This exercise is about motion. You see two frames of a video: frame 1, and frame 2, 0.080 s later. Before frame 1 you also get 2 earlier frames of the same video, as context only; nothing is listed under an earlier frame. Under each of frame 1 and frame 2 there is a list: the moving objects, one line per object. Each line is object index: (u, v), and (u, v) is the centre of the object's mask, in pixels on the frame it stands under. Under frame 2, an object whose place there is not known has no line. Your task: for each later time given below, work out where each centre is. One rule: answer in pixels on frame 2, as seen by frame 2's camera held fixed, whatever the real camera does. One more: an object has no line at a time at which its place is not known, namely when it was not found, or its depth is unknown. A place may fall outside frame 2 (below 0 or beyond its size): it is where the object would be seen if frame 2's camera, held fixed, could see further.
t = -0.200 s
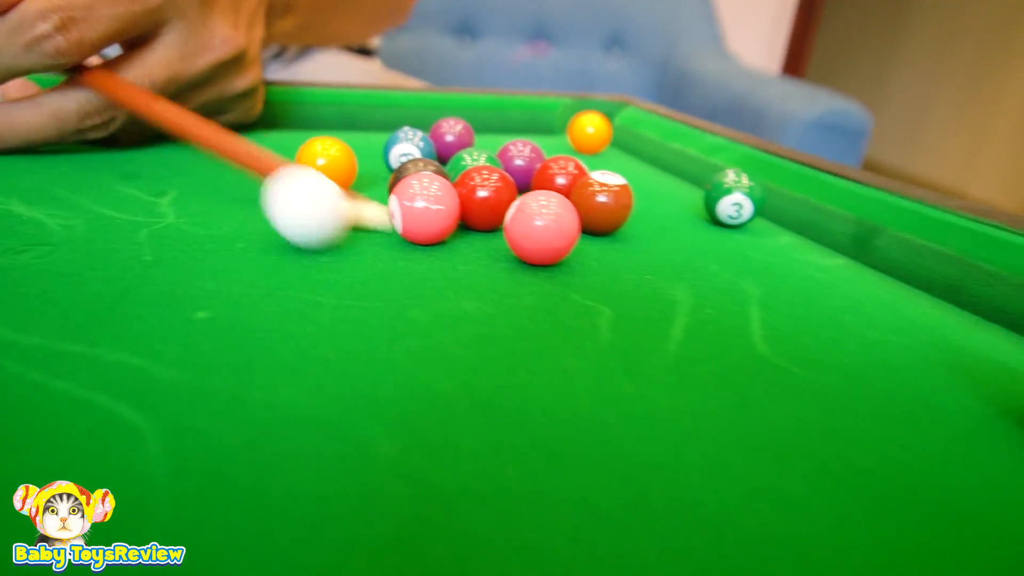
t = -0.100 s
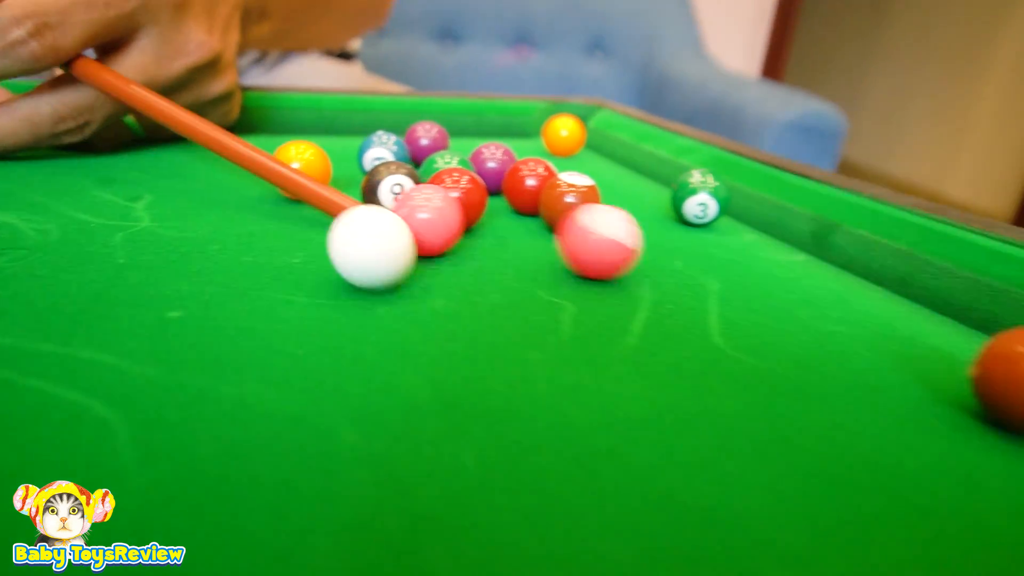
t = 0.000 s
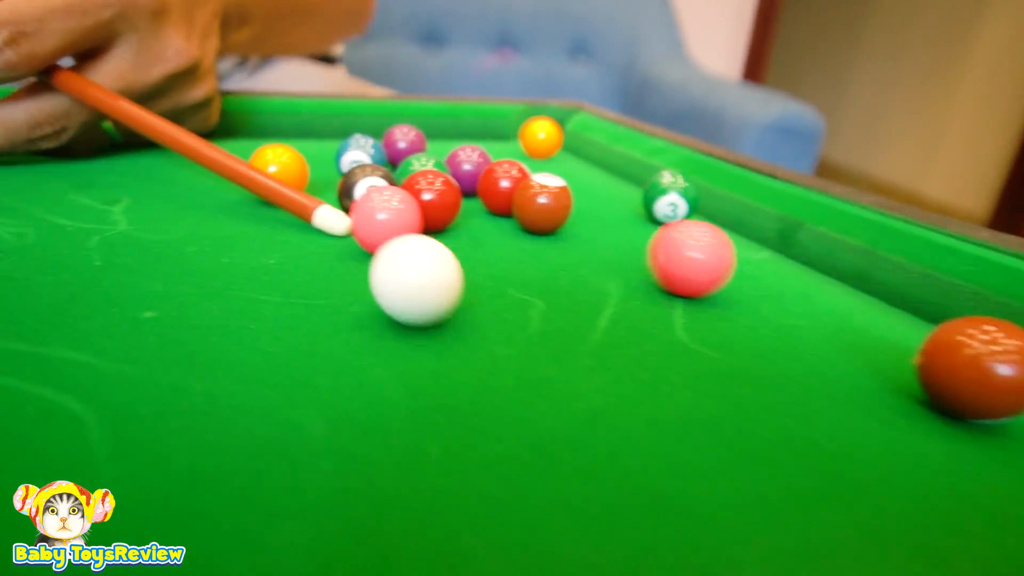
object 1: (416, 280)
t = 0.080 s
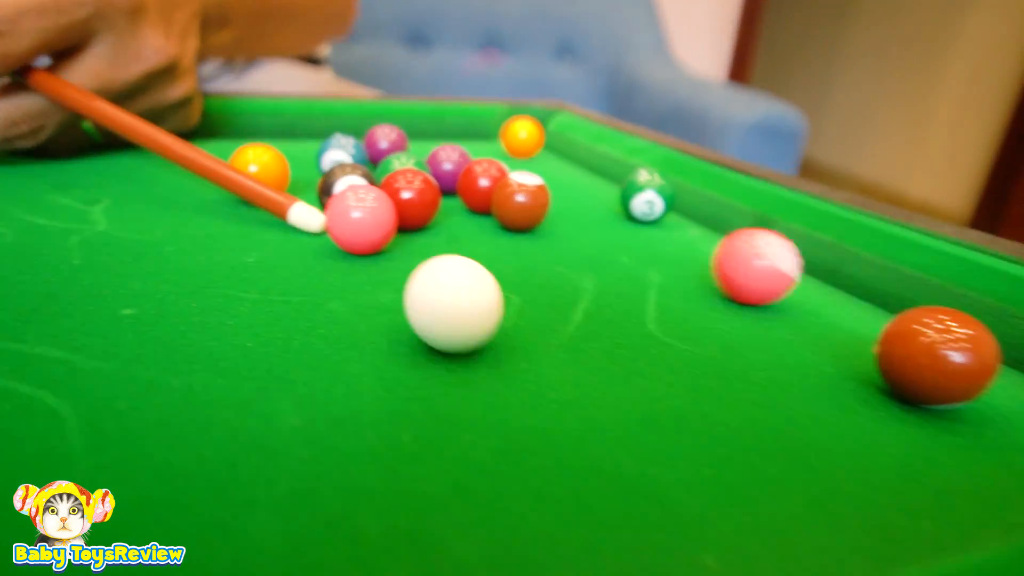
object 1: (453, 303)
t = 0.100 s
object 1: (469, 310)
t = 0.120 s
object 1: (485, 317)
